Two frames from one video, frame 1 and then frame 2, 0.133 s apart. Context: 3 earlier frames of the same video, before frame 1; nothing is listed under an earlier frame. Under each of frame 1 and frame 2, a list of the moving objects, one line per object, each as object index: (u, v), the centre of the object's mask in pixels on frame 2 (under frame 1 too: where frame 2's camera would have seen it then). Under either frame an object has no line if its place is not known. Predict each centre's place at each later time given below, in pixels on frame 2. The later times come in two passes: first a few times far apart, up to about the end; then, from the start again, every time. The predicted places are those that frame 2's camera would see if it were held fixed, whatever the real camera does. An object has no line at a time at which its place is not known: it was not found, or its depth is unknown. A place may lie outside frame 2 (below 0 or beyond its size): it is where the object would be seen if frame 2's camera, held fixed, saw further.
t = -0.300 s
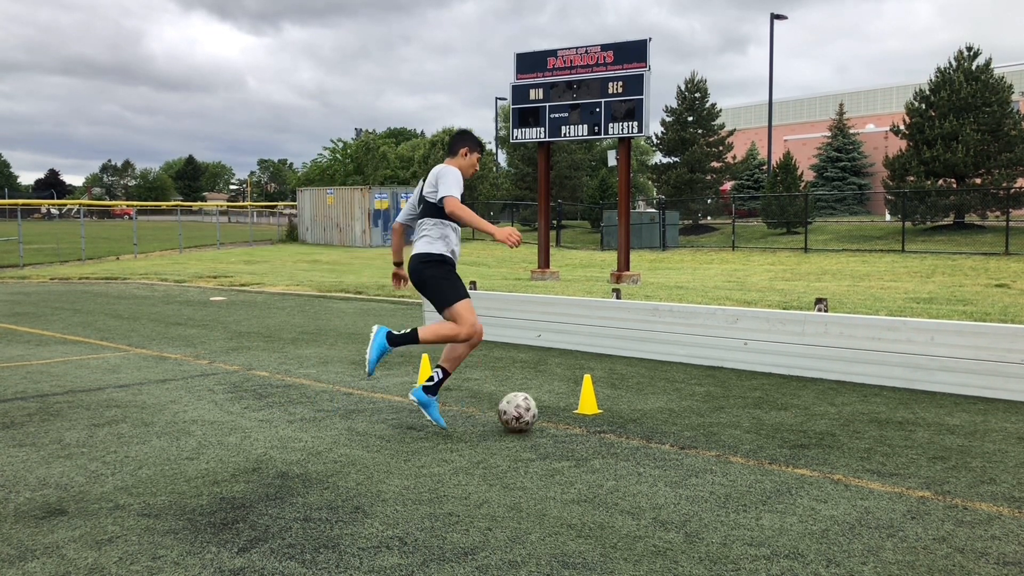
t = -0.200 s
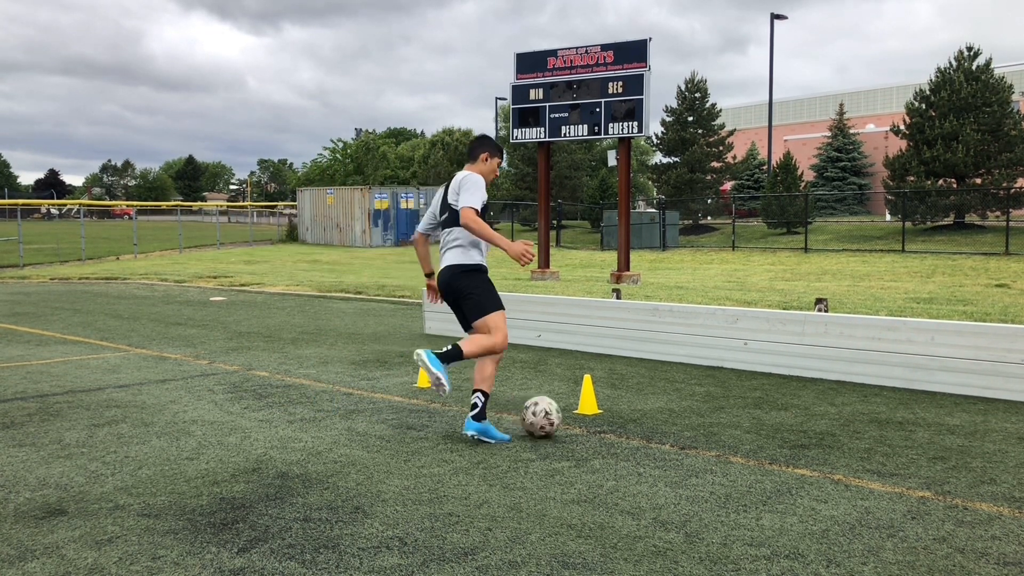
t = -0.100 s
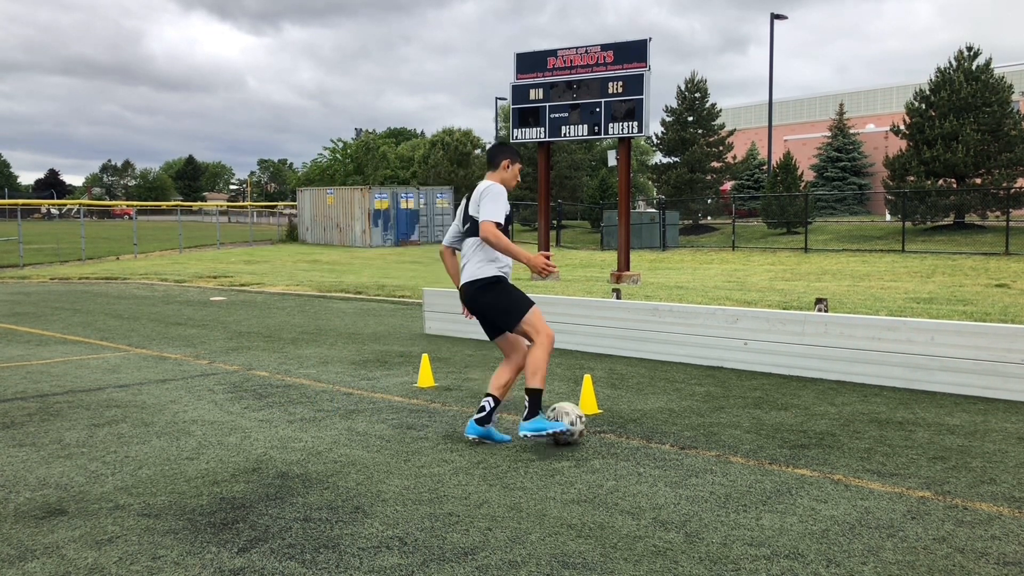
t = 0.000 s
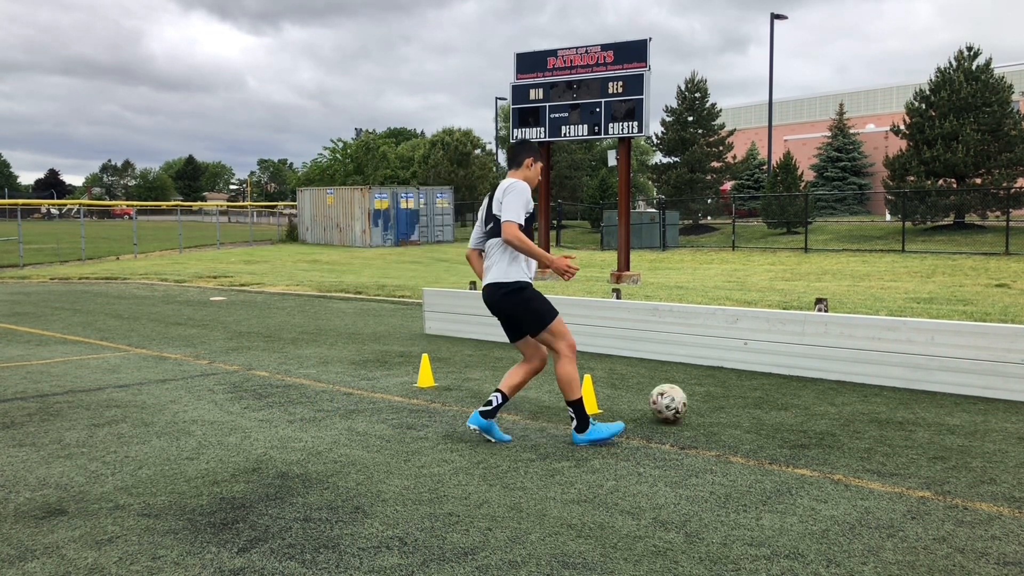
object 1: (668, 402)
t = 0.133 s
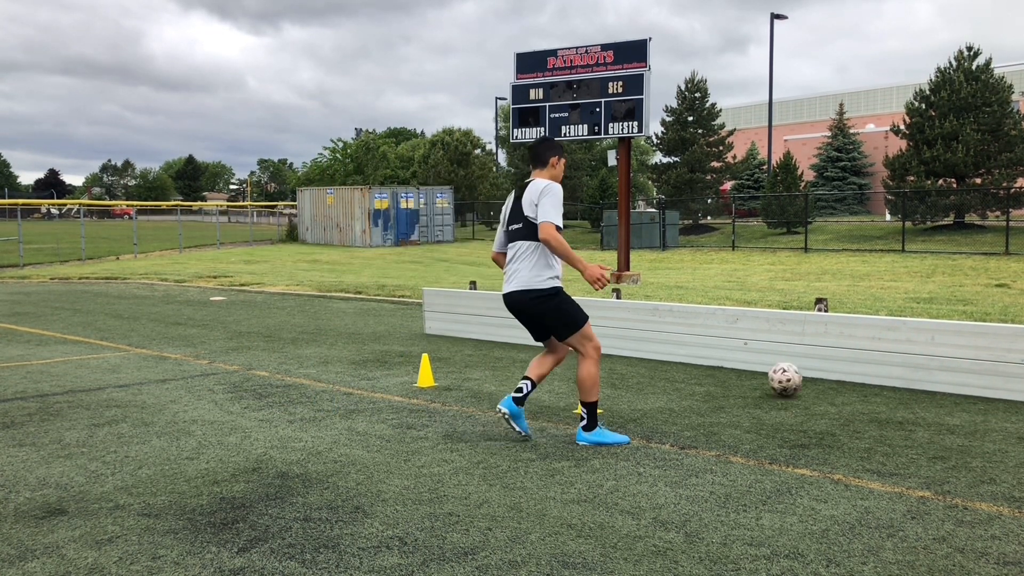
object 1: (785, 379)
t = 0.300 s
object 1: (820, 374)
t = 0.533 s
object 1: (721, 399)
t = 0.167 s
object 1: (809, 376)
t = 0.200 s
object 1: (831, 371)
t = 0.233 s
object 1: (847, 368)
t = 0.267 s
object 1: (833, 372)
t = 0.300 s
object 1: (820, 374)
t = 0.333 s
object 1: (807, 376)
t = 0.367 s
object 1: (792, 379)
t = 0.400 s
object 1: (778, 384)
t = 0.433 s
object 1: (765, 386)
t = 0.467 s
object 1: (751, 388)
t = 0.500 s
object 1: (736, 392)
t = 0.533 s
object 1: (721, 399)
